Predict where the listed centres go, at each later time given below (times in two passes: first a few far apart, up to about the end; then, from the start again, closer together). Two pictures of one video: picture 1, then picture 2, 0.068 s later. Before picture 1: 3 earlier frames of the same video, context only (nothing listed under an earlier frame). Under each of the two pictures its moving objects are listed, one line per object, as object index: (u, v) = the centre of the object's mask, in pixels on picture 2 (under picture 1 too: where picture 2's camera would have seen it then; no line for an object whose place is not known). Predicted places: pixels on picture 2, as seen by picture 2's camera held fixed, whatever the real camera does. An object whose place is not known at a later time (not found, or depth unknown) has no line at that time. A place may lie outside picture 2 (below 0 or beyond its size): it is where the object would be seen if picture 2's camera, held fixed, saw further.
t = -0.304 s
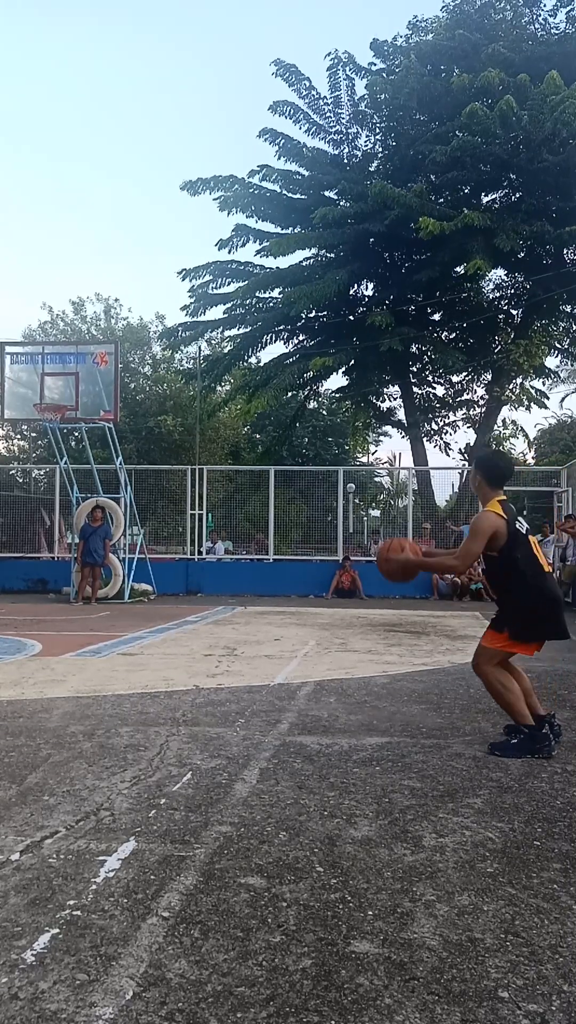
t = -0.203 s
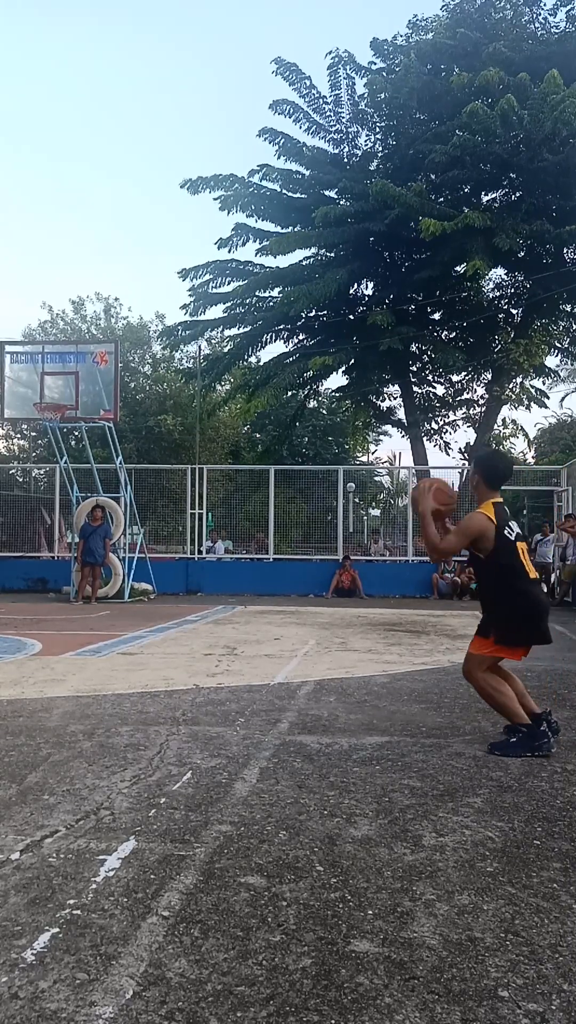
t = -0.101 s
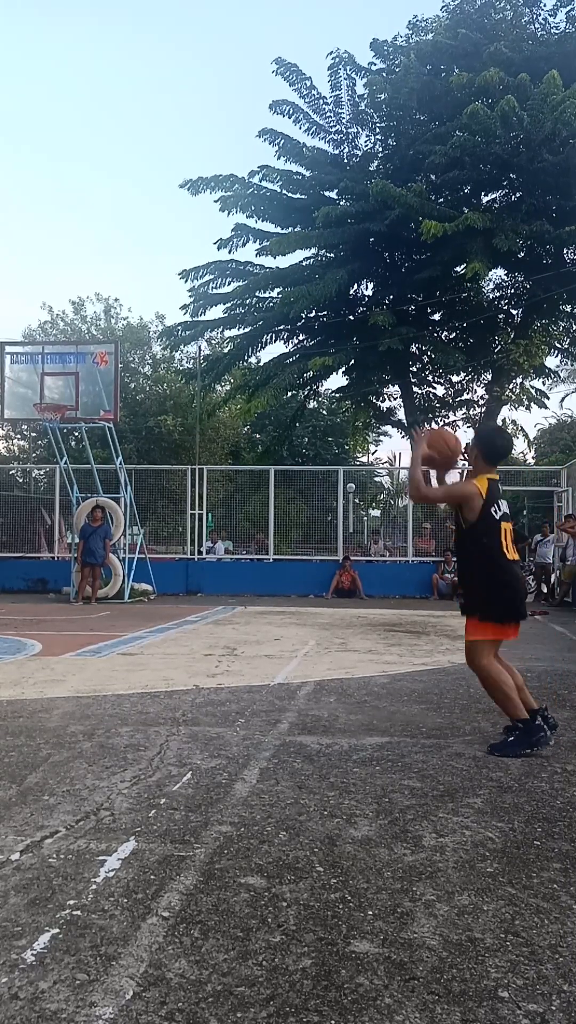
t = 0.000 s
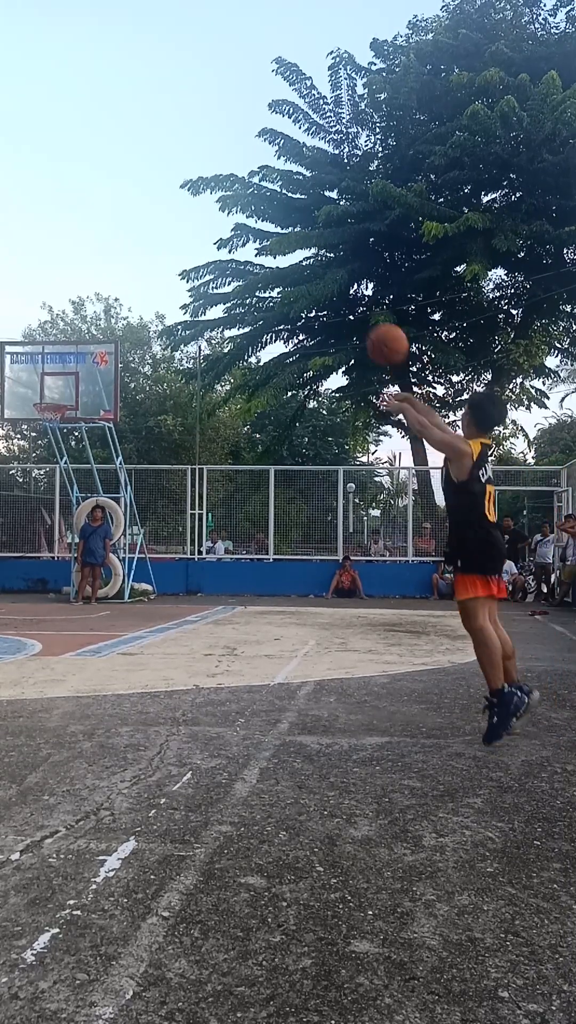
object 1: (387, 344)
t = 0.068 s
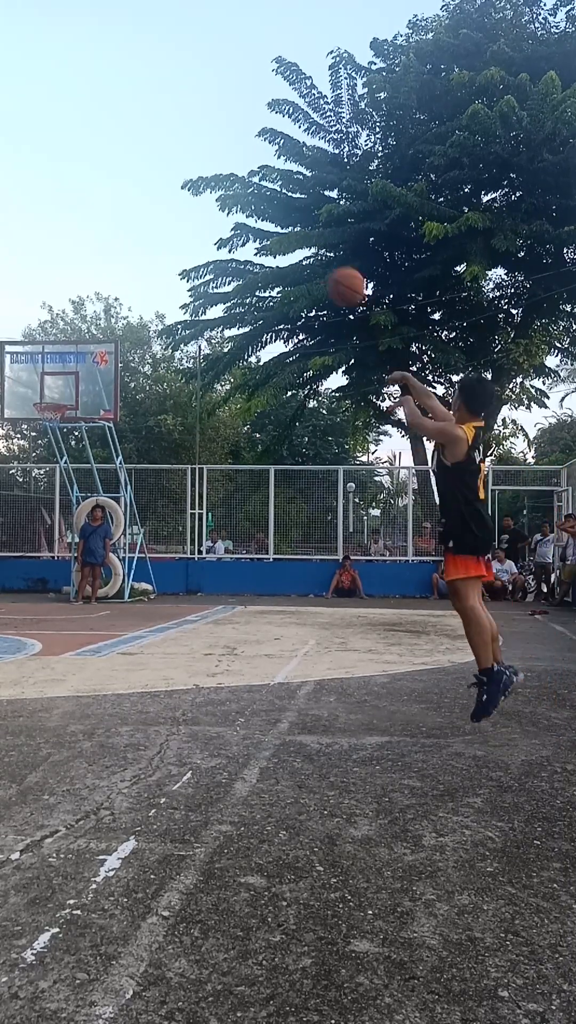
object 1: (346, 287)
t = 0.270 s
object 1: (257, 191)
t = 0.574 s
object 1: (169, 173)
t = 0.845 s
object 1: (118, 226)
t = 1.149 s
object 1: (77, 332)
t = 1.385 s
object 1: (56, 379)
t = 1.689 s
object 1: (39, 334)
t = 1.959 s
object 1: (17, 338)
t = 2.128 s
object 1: (5, 367)
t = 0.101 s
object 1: (330, 265)
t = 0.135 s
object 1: (313, 245)
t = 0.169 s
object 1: (298, 228)
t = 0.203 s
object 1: (282, 213)
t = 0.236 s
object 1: (269, 203)
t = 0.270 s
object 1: (257, 191)
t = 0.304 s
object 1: (244, 184)
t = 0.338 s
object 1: (233, 177)
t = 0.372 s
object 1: (223, 173)
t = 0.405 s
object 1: (212, 169)
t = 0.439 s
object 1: (202, 168)
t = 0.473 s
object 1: (194, 167)
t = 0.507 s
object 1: (185, 168)
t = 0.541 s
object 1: (177, 170)
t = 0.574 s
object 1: (169, 173)
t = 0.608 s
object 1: (162, 177)
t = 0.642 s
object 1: (155, 181)
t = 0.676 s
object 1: (148, 187)
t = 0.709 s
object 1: (141, 194)
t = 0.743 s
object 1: (135, 201)
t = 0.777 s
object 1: (129, 209)
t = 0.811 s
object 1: (123, 217)
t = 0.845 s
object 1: (118, 226)
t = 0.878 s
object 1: (112, 236)
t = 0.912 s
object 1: (107, 246)
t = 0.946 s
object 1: (103, 257)
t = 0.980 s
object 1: (98, 268)
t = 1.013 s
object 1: (93, 280)
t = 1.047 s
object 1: (89, 293)
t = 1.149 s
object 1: (77, 332)
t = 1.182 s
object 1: (72, 345)
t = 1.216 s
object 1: (67, 359)
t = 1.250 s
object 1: (64, 374)
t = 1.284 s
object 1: (60, 388)
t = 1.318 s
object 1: (58, 395)
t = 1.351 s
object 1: (57, 387)
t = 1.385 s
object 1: (56, 379)
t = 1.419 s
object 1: (55, 371)
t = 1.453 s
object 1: (54, 365)
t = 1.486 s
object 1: (53, 359)
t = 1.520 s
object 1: (52, 355)
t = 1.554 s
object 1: (50, 349)
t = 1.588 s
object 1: (47, 344)
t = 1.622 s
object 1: (44, 340)
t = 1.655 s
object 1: (42, 336)
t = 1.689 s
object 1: (39, 334)
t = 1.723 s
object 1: (37, 332)
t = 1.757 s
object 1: (34, 331)
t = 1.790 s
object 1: (31, 331)
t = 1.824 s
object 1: (29, 330)
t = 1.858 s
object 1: (26, 332)
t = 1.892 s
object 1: (23, 333)
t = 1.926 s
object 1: (20, 335)
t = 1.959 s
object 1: (17, 338)
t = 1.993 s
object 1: (15, 343)
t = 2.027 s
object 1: (11, 347)
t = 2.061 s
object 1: (9, 353)
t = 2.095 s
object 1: (6, 360)
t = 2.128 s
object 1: (5, 367)
